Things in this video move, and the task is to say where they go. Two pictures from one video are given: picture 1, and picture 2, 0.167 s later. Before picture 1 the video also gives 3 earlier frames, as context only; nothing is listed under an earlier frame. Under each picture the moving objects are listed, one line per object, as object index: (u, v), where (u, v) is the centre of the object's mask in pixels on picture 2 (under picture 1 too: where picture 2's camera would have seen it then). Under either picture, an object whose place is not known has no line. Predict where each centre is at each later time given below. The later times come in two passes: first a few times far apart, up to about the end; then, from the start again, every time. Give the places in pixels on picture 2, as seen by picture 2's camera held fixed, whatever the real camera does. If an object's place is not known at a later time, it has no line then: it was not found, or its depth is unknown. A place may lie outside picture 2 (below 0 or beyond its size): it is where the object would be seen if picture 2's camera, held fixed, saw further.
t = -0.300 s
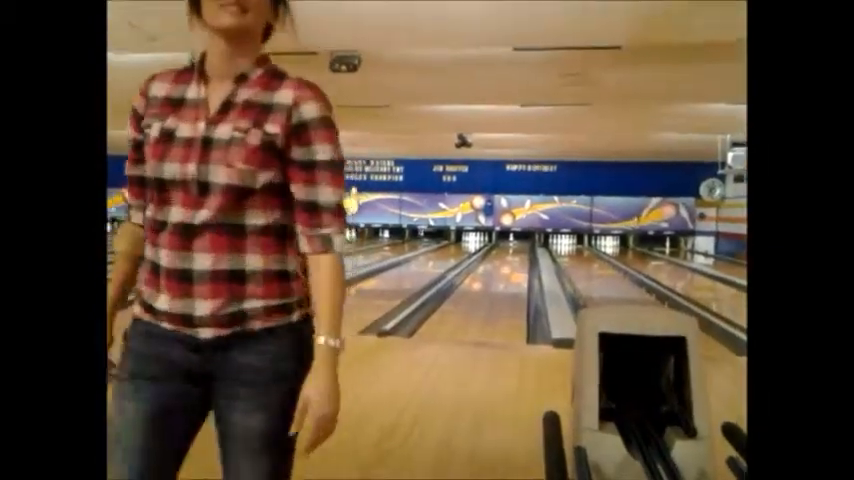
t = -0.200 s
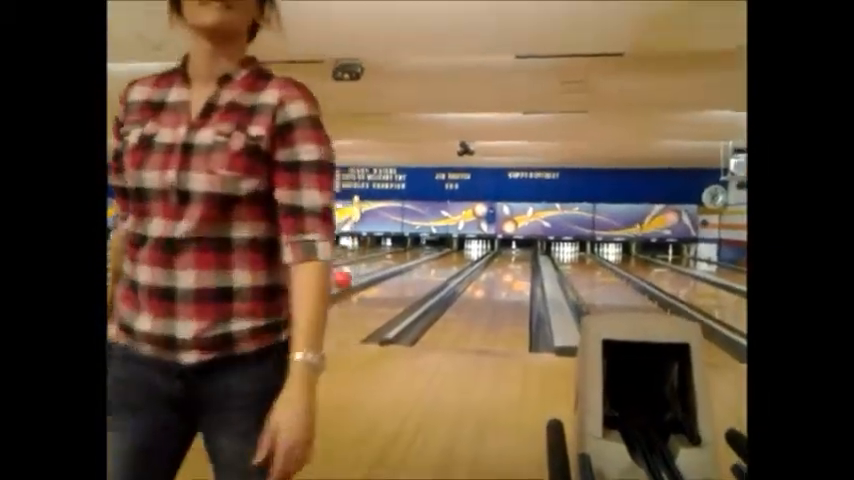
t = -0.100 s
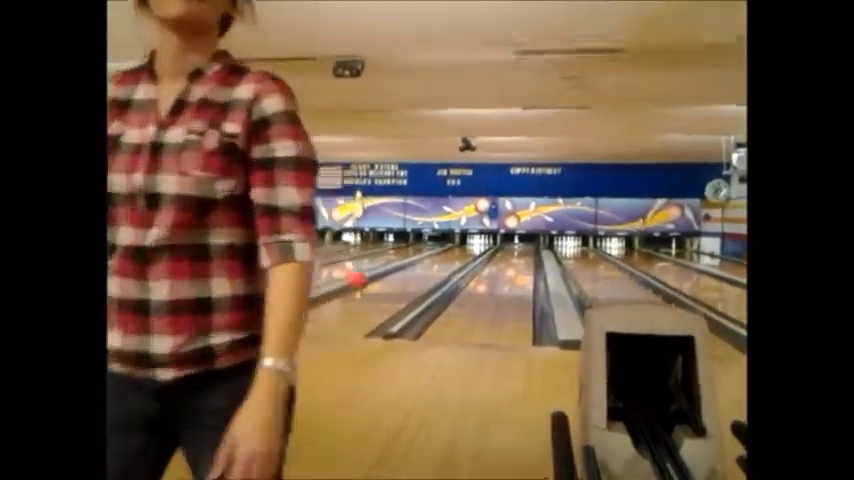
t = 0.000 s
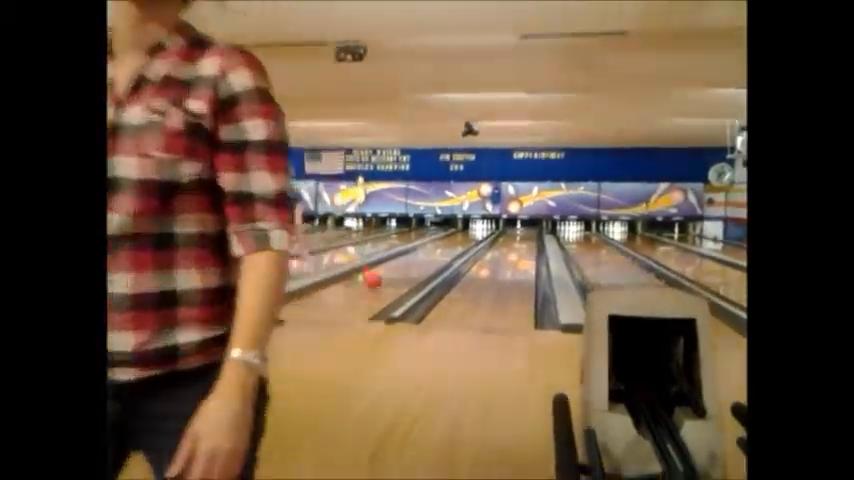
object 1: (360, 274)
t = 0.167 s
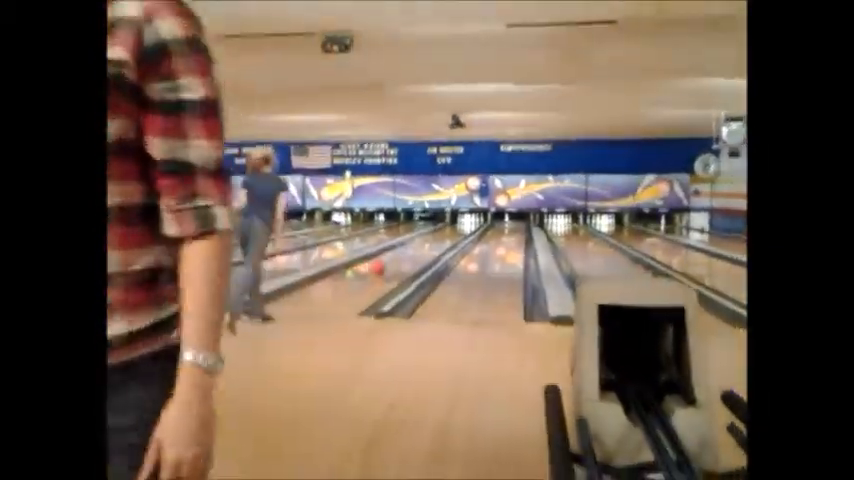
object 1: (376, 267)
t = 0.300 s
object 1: (380, 263)
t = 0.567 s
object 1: (404, 251)
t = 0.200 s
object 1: (371, 267)
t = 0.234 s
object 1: (373, 266)
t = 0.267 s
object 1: (374, 265)
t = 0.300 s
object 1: (380, 263)
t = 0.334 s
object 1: (391, 259)
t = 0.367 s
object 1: (391, 258)
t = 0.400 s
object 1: (397, 257)
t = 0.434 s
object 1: (398, 256)
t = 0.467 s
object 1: (402, 253)
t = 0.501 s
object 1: (402, 254)
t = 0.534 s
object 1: (403, 253)
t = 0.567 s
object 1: (404, 251)
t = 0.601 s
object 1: (405, 251)
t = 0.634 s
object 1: (407, 250)
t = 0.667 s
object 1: (409, 248)
